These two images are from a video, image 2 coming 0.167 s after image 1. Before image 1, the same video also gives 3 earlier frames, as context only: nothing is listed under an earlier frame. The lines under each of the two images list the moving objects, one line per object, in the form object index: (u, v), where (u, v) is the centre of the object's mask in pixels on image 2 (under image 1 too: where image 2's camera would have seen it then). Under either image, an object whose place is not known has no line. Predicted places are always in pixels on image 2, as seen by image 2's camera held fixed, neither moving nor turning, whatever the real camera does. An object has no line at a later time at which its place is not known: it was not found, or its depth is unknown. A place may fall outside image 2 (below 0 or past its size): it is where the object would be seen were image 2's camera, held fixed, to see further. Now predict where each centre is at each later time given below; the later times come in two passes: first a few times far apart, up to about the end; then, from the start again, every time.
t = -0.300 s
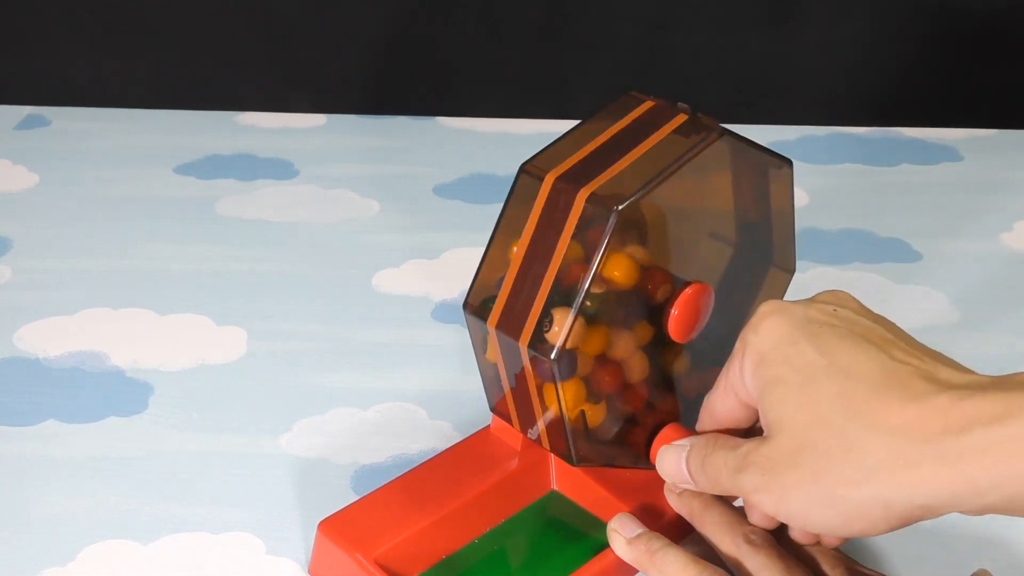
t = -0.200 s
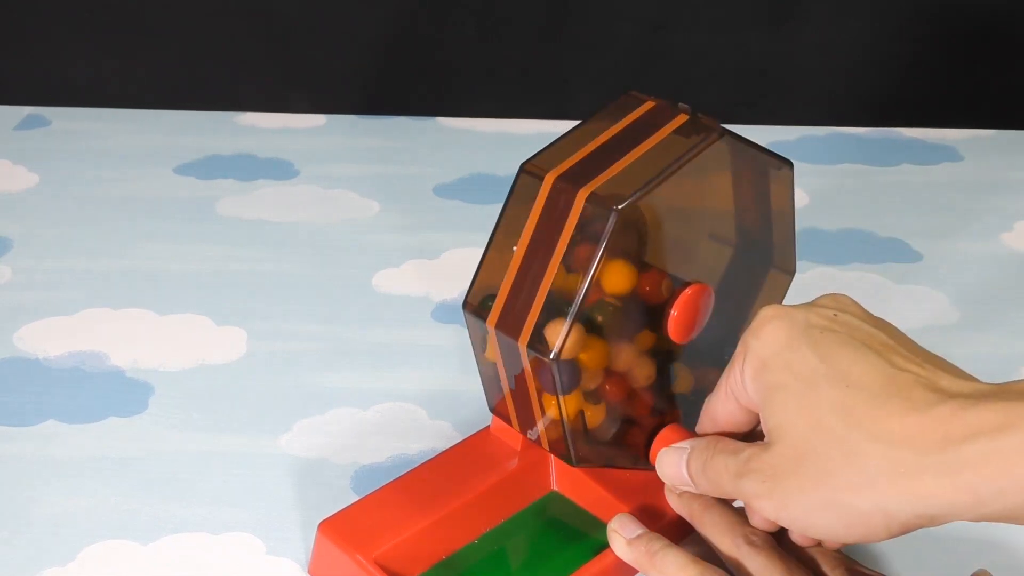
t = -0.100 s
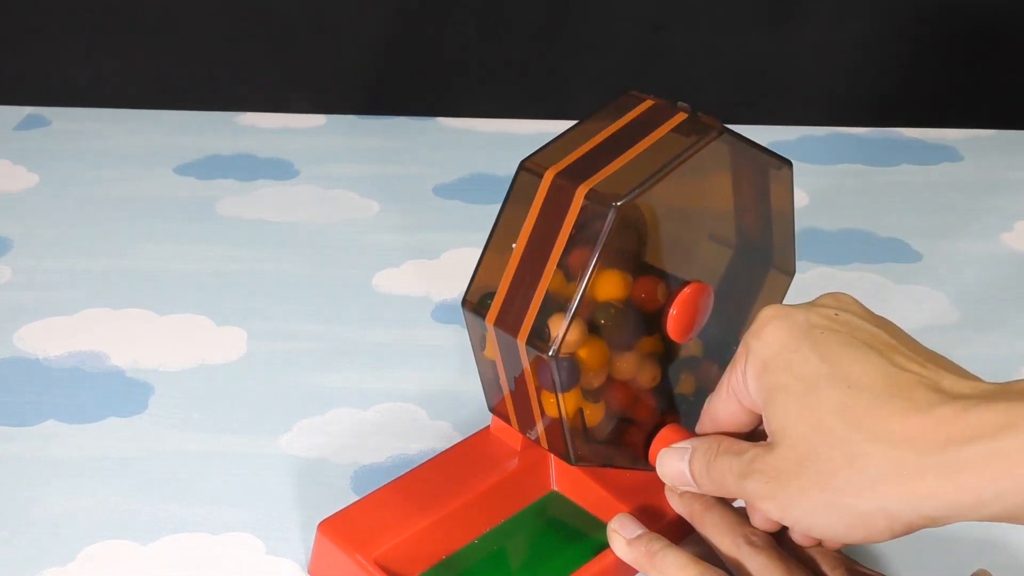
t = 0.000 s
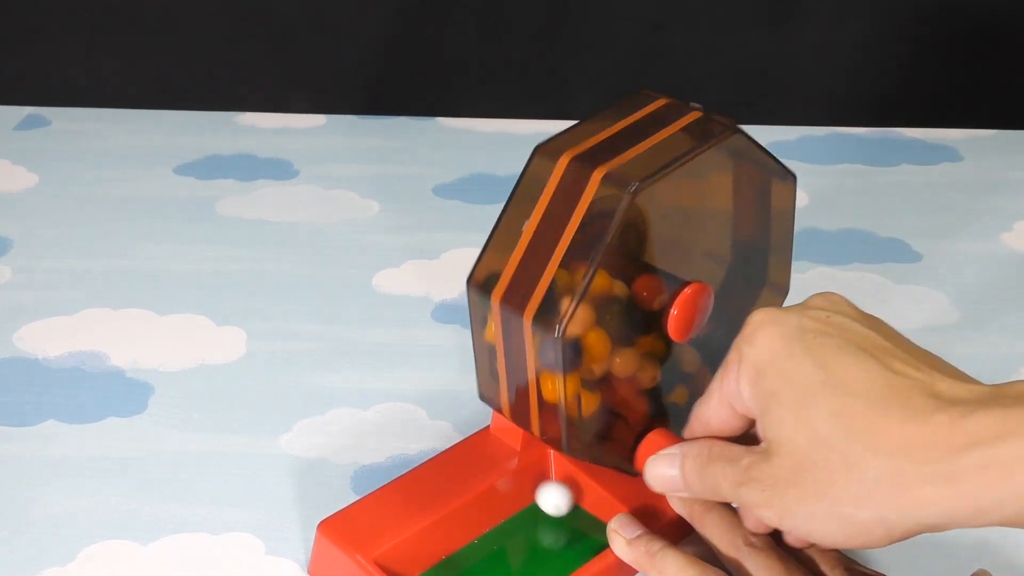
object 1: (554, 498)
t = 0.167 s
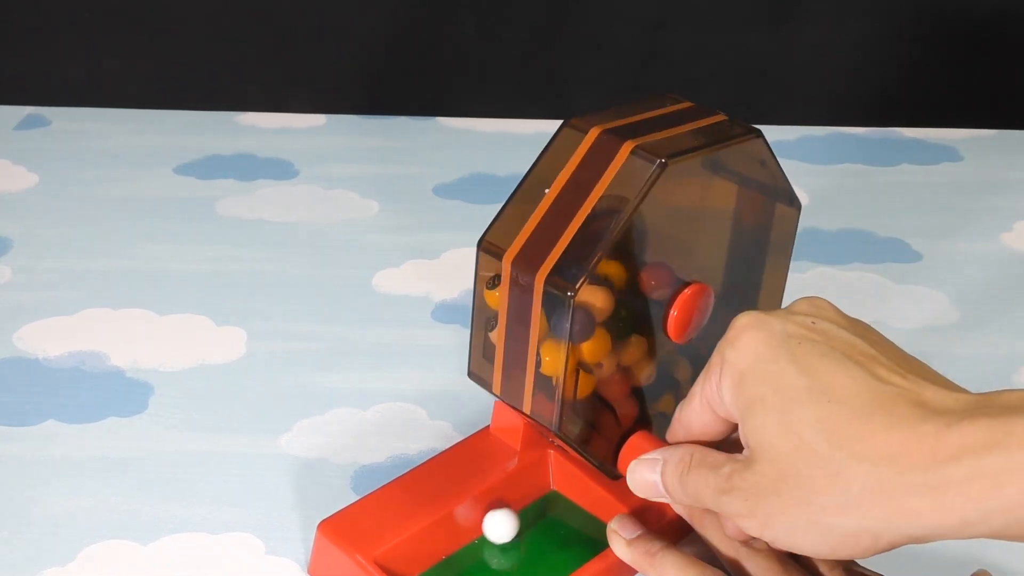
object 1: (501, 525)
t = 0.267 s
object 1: (472, 540)
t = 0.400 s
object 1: (438, 560)
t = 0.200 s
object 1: (492, 531)
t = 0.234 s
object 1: (483, 535)
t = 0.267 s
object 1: (472, 540)
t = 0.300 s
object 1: (463, 545)
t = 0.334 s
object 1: (454, 551)
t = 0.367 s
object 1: (446, 557)
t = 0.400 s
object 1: (438, 560)
